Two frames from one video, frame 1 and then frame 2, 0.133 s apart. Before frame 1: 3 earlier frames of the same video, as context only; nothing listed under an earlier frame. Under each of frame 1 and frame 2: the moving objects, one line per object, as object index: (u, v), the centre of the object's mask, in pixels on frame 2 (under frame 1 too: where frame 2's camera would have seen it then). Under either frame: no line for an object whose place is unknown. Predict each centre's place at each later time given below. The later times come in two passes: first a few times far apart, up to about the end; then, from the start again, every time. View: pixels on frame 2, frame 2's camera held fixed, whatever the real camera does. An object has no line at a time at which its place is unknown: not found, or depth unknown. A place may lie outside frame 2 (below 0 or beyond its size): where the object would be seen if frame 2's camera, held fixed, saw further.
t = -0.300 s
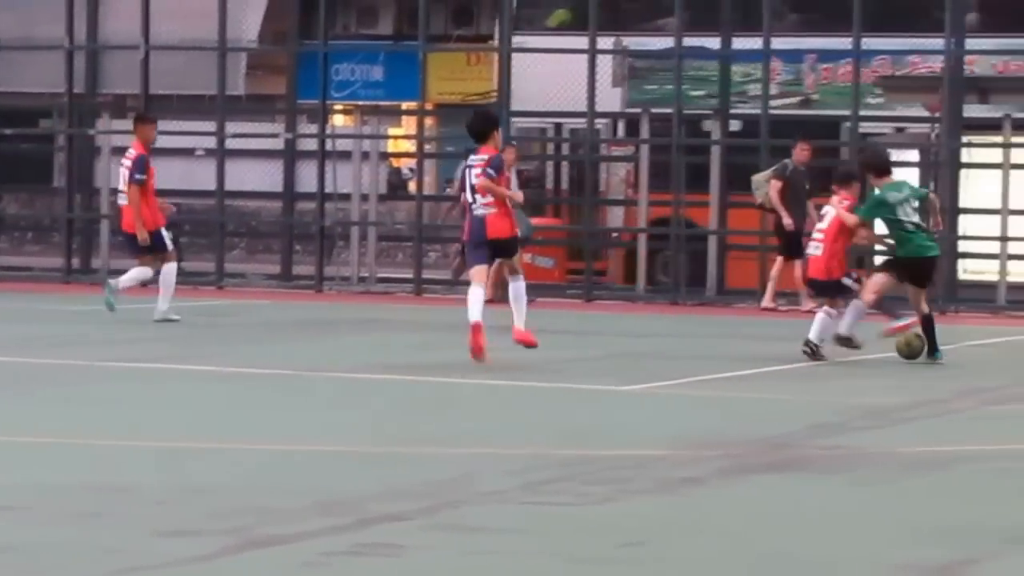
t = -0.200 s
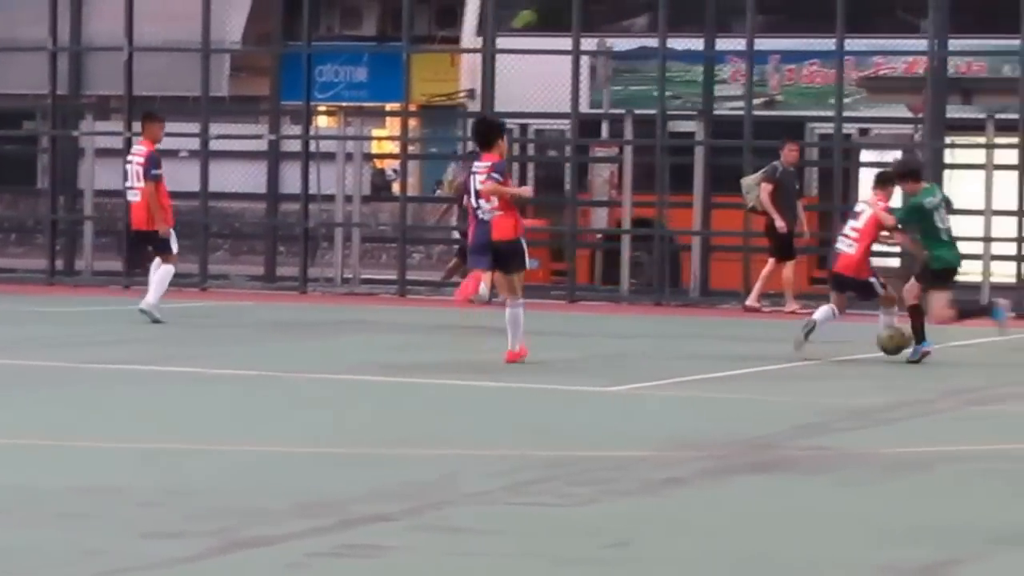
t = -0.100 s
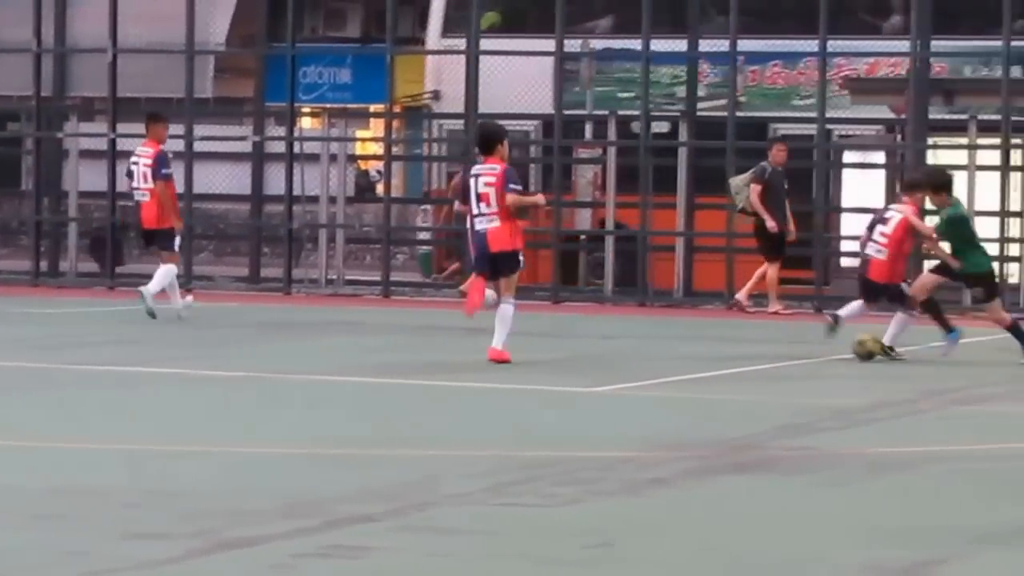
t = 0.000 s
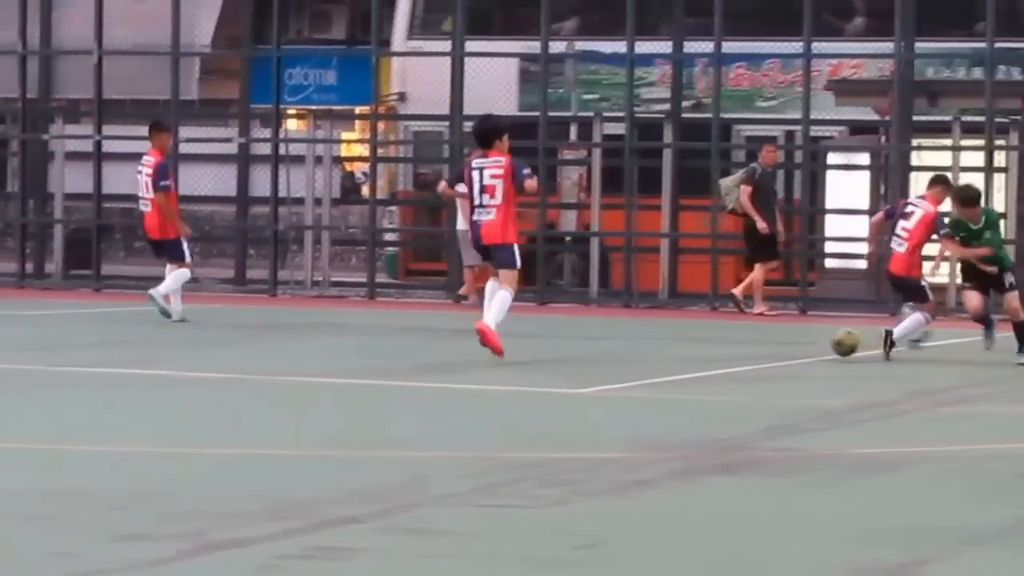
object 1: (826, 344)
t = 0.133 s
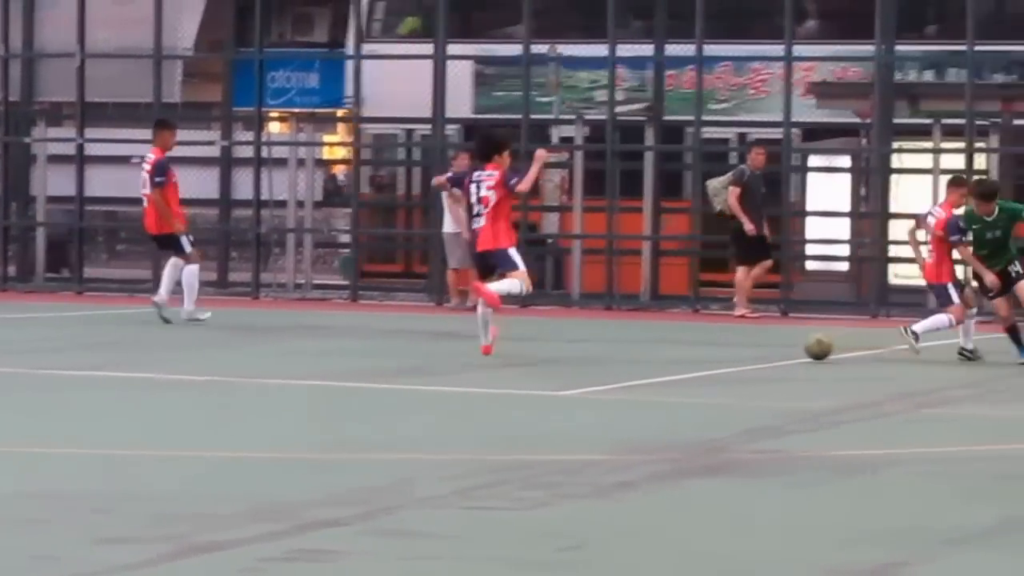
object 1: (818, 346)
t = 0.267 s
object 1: (812, 347)
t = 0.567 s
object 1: (797, 344)
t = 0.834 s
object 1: (785, 342)
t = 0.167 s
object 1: (816, 344)
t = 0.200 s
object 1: (815, 345)
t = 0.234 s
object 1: (813, 345)
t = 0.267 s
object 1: (812, 347)
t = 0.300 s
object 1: (810, 345)
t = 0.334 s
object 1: (809, 344)
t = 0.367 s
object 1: (807, 346)
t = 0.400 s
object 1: (806, 346)
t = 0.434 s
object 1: (804, 345)
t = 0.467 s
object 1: (803, 345)
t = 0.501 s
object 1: (800, 345)
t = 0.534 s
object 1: (798, 344)
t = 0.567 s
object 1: (797, 344)
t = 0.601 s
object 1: (795, 345)
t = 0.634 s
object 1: (794, 344)
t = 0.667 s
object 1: (792, 344)
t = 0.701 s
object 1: (791, 344)
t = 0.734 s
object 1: (789, 344)
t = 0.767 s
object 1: (787, 343)
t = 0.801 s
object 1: (786, 343)
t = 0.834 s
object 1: (785, 342)
